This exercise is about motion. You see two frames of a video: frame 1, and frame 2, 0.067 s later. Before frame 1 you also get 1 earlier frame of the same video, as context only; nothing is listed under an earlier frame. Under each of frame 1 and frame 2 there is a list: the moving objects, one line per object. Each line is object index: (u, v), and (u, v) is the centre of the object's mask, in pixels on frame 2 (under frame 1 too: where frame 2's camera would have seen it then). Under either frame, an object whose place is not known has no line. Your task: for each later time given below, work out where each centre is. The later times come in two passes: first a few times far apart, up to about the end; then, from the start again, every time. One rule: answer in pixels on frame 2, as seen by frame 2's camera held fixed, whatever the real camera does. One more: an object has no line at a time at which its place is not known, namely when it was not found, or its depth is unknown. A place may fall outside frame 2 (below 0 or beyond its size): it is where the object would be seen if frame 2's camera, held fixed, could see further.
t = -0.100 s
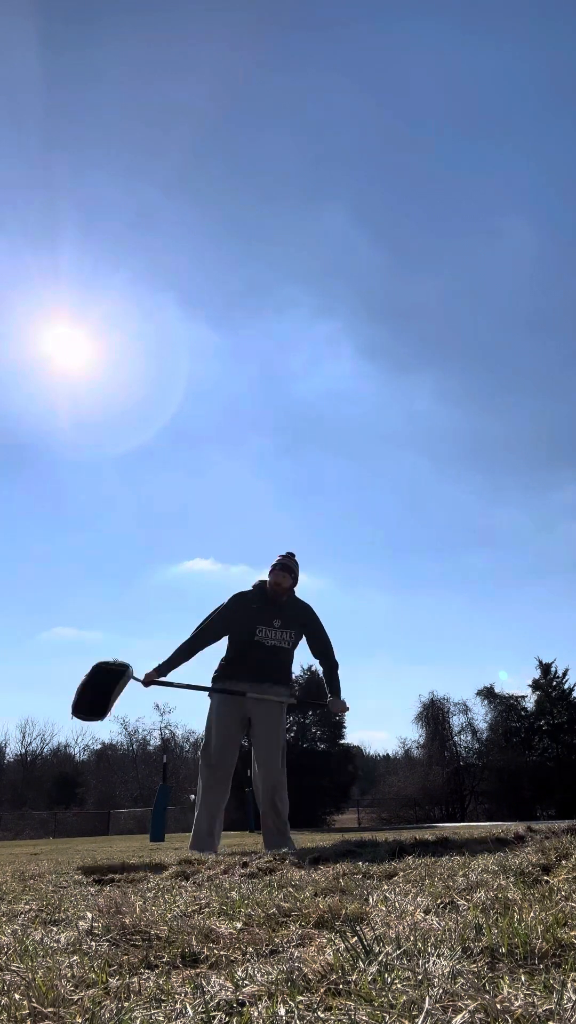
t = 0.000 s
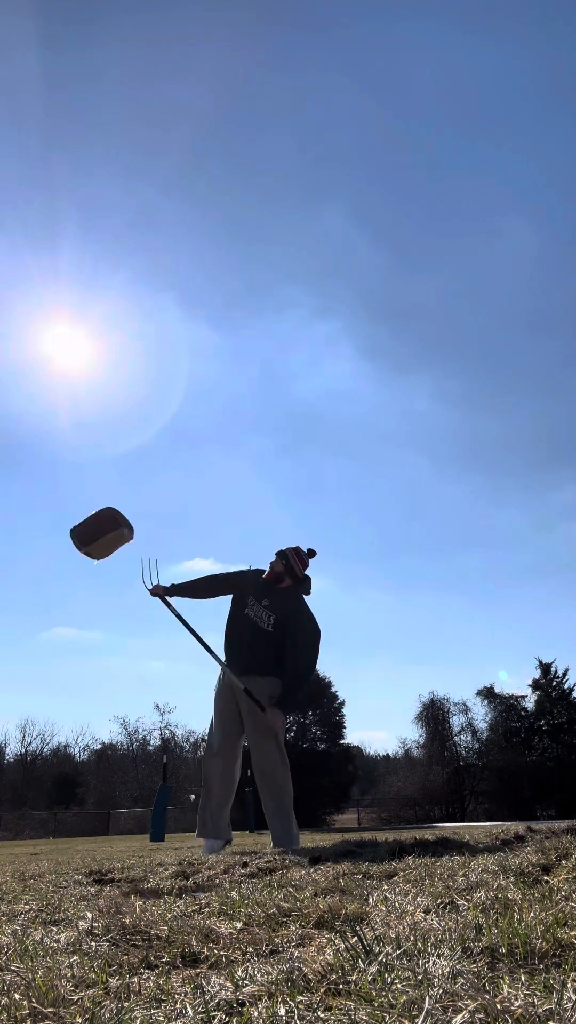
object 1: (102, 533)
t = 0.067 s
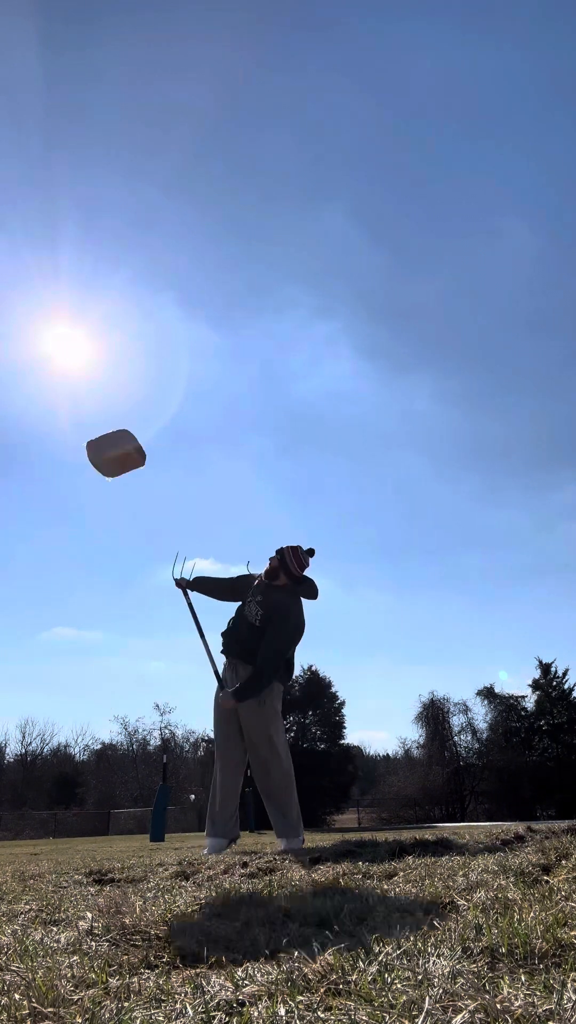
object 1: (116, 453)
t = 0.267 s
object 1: (145, 294)
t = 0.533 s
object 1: (169, 193)
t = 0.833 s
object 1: (189, 166)
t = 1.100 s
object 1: (202, 193)
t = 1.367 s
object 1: (213, 261)
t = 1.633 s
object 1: (223, 368)
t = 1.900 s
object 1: (233, 518)
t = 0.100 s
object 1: (122, 419)
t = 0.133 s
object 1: (127, 389)
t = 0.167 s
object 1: (132, 361)
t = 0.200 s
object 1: (137, 337)
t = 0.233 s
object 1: (141, 314)
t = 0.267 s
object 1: (145, 294)
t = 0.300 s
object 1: (148, 276)
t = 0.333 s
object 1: (152, 259)
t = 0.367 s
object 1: (155, 245)
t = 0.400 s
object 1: (158, 232)
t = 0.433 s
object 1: (161, 220)
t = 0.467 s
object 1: (163, 210)
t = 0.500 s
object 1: (166, 201)
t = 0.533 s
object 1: (169, 193)
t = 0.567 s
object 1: (172, 187)
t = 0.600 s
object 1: (174, 181)
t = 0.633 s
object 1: (176, 176)
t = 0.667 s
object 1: (179, 172)
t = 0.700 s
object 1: (181, 169)
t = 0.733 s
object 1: (183, 167)
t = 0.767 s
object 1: (185, 166)
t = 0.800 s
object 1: (187, 166)
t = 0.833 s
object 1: (189, 166)
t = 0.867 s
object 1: (191, 167)
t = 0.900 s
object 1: (192, 169)
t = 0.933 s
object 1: (194, 171)
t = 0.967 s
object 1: (196, 174)
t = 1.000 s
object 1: (197, 178)
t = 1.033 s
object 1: (199, 182)
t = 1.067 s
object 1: (201, 187)
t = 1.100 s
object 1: (202, 193)
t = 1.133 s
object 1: (204, 200)
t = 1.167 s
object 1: (205, 207)
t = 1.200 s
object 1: (206, 214)
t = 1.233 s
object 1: (208, 222)
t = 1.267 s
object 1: (209, 231)
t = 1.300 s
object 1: (210, 240)
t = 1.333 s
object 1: (211, 250)
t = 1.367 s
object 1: (213, 261)
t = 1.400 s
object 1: (214, 272)
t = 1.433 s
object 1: (216, 284)
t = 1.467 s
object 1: (217, 296)
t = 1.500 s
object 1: (218, 309)
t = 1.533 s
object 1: (219, 323)
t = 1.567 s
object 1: (221, 337)
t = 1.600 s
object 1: (222, 352)
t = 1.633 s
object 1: (223, 368)
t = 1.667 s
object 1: (225, 384)
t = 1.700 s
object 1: (226, 401)
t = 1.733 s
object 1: (227, 418)
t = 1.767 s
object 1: (228, 437)
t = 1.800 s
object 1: (229, 456)
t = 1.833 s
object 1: (231, 476)
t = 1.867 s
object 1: (232, 497)
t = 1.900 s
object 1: (233, 518)
